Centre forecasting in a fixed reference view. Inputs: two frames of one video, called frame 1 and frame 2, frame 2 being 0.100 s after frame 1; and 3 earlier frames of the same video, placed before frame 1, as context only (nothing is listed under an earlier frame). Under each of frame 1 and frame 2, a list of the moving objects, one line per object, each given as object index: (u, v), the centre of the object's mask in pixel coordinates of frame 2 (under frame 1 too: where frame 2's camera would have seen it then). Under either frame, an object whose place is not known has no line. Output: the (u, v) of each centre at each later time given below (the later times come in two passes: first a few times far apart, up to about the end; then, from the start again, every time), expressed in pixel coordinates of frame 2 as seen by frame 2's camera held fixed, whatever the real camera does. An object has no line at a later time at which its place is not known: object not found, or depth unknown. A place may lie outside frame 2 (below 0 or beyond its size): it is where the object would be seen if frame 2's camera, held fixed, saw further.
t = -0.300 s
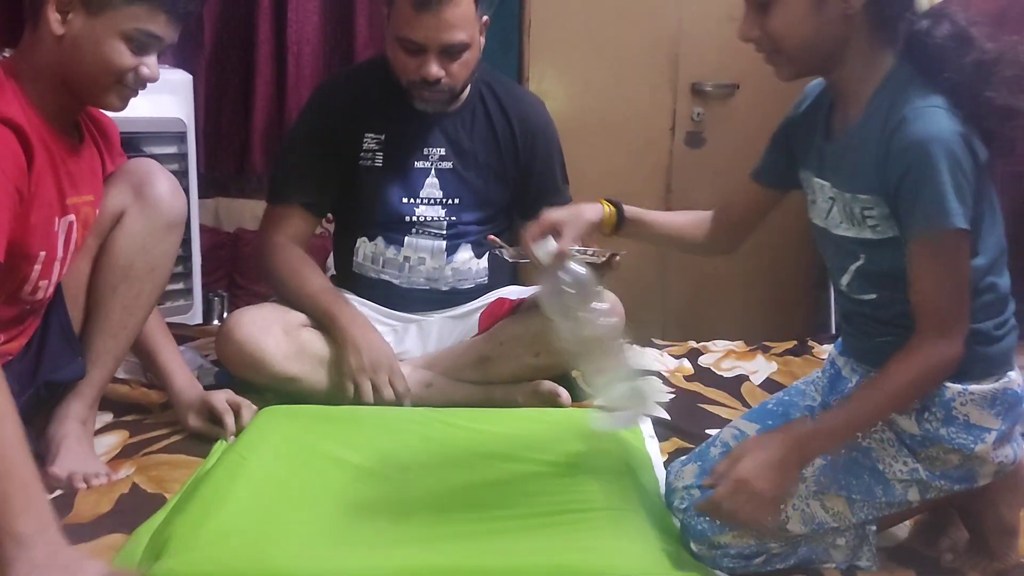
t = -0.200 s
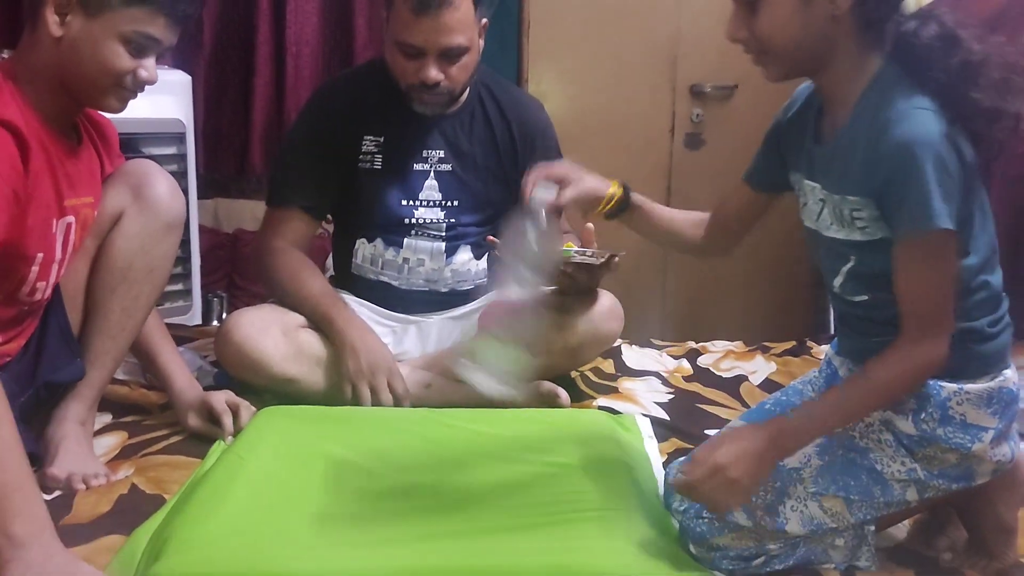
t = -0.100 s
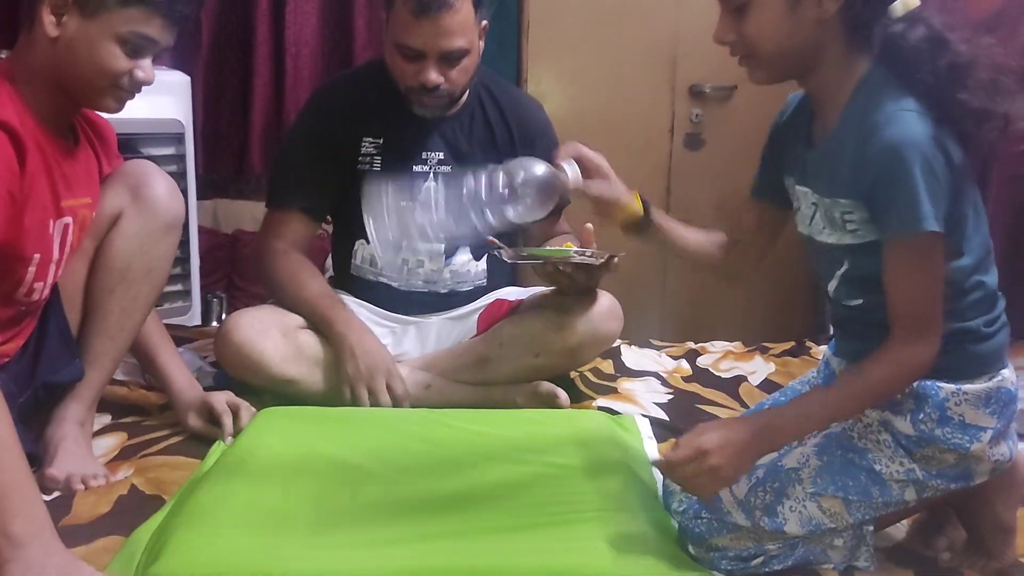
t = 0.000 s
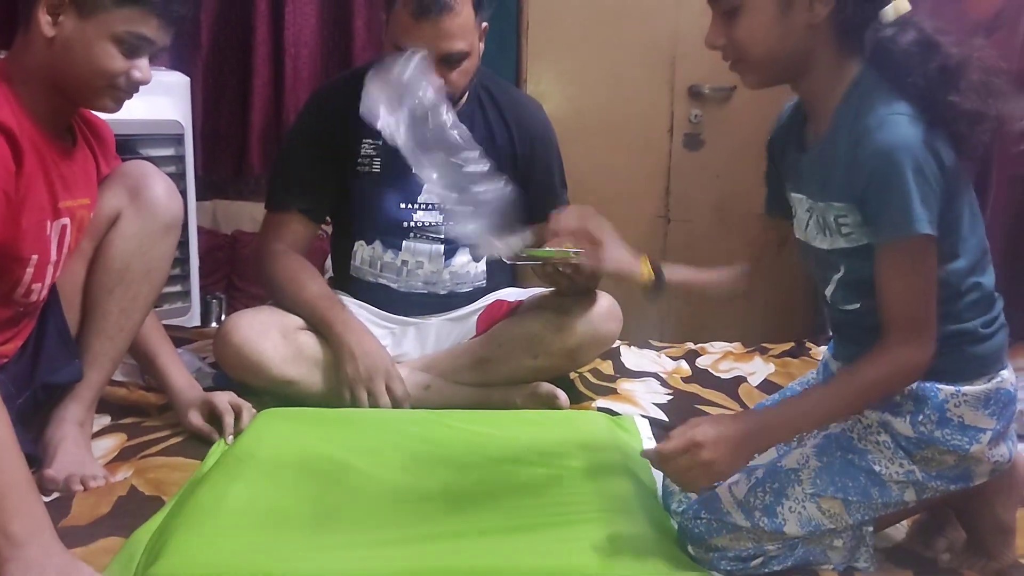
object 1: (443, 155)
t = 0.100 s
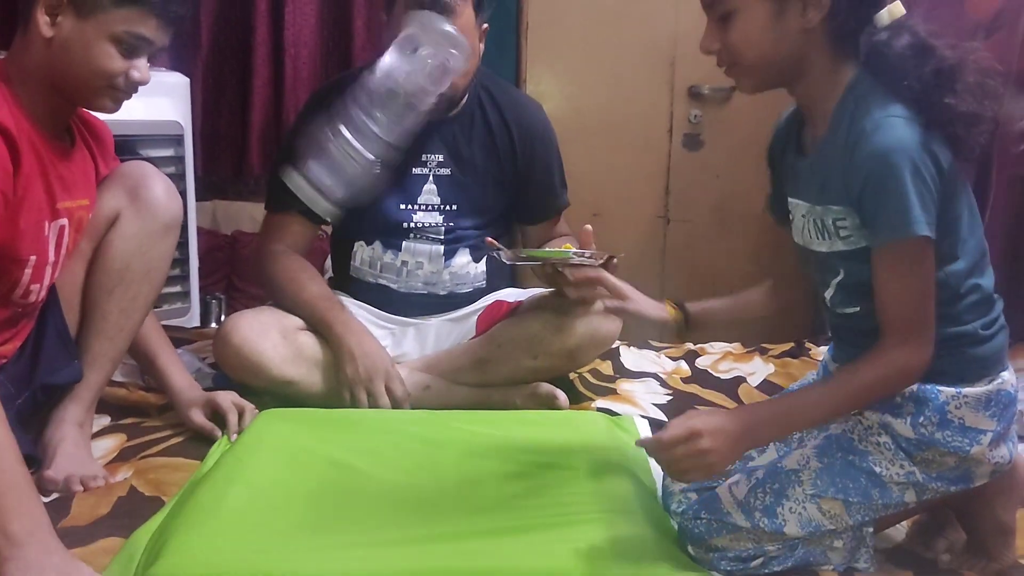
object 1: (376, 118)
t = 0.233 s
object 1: (389, 100)
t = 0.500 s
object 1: (507, 435)
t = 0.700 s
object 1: (500, 438)
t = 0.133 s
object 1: (365, 98)
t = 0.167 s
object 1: (364, 85)
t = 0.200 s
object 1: (375, 86)
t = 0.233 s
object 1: (389, 100)
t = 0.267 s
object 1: (405, 130)
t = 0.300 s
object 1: (422, 180)
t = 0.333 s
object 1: (439, 230)
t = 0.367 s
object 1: (453, 306)
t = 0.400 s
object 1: (464, 393)
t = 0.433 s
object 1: (488, 392)
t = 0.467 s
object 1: (504, 412)
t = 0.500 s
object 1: (507, 435)
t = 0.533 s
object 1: (502, 439)
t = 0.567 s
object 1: (500, 438)
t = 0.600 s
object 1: (500, 438)
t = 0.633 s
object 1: (500, 438)
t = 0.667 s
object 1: (500, 438)
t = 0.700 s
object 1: (500, 438)
